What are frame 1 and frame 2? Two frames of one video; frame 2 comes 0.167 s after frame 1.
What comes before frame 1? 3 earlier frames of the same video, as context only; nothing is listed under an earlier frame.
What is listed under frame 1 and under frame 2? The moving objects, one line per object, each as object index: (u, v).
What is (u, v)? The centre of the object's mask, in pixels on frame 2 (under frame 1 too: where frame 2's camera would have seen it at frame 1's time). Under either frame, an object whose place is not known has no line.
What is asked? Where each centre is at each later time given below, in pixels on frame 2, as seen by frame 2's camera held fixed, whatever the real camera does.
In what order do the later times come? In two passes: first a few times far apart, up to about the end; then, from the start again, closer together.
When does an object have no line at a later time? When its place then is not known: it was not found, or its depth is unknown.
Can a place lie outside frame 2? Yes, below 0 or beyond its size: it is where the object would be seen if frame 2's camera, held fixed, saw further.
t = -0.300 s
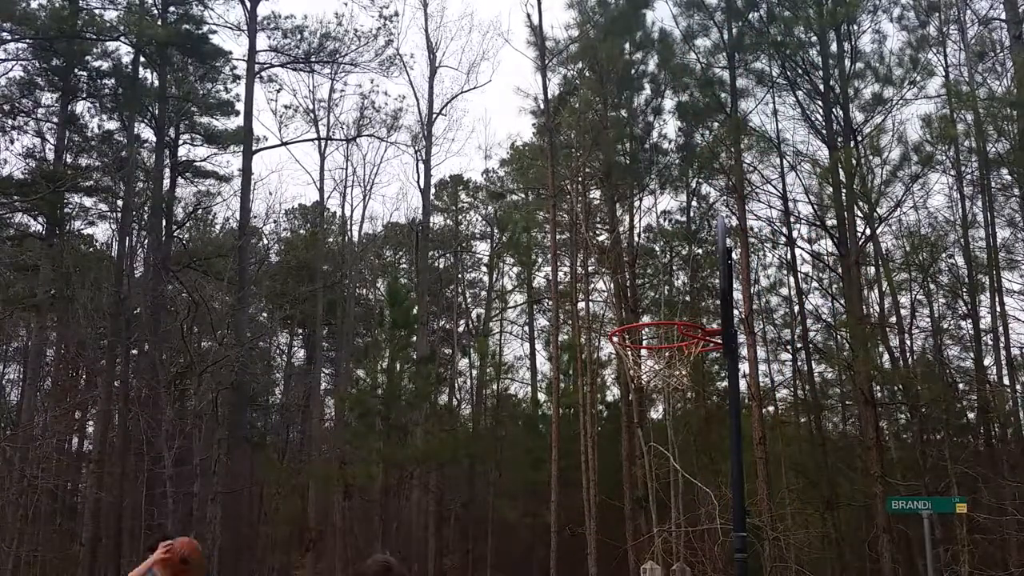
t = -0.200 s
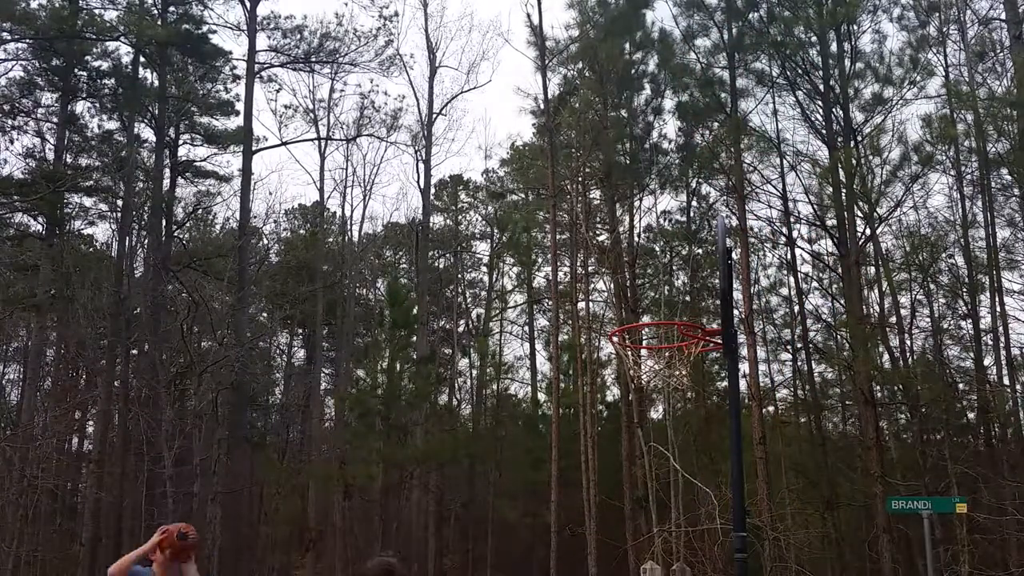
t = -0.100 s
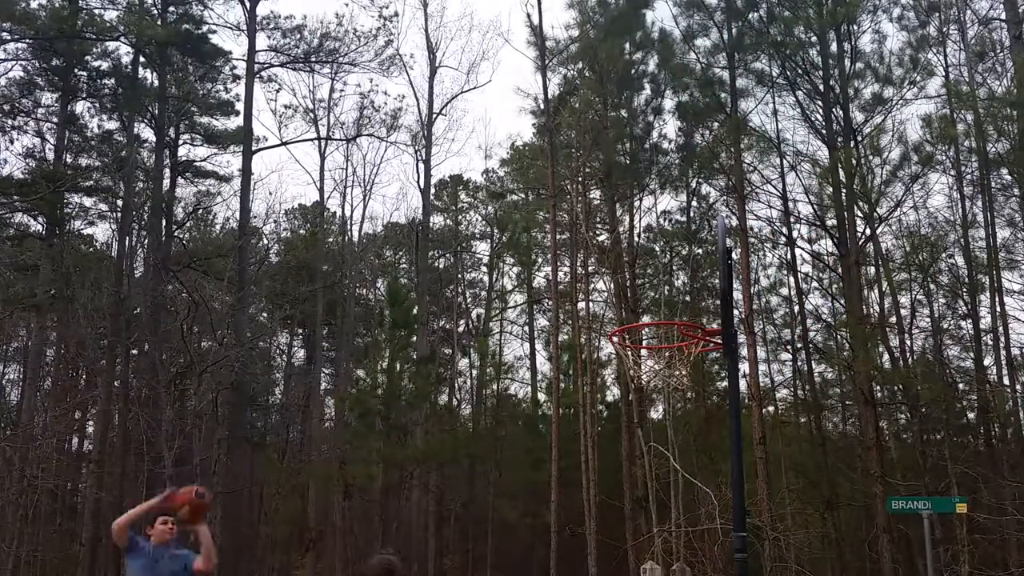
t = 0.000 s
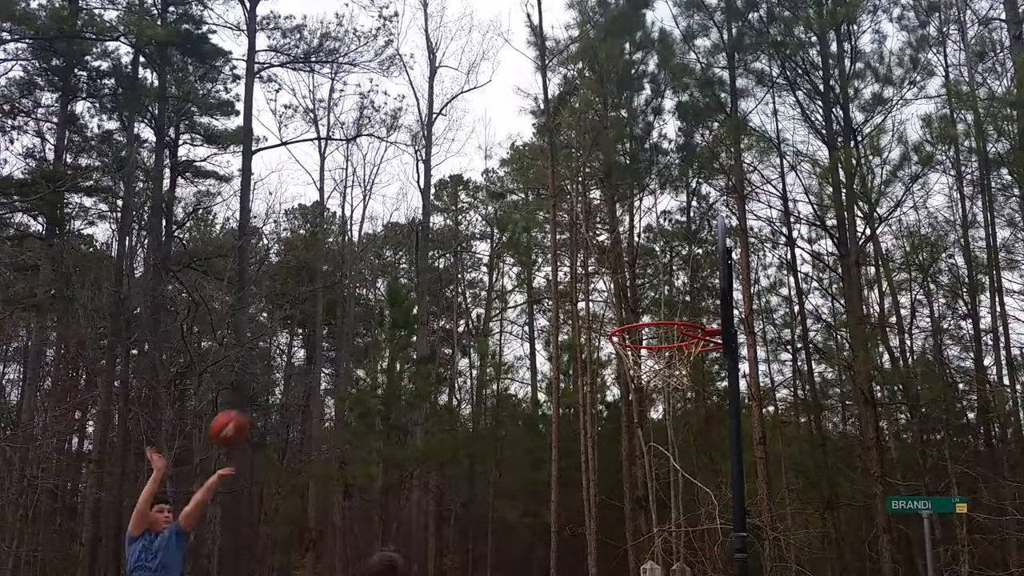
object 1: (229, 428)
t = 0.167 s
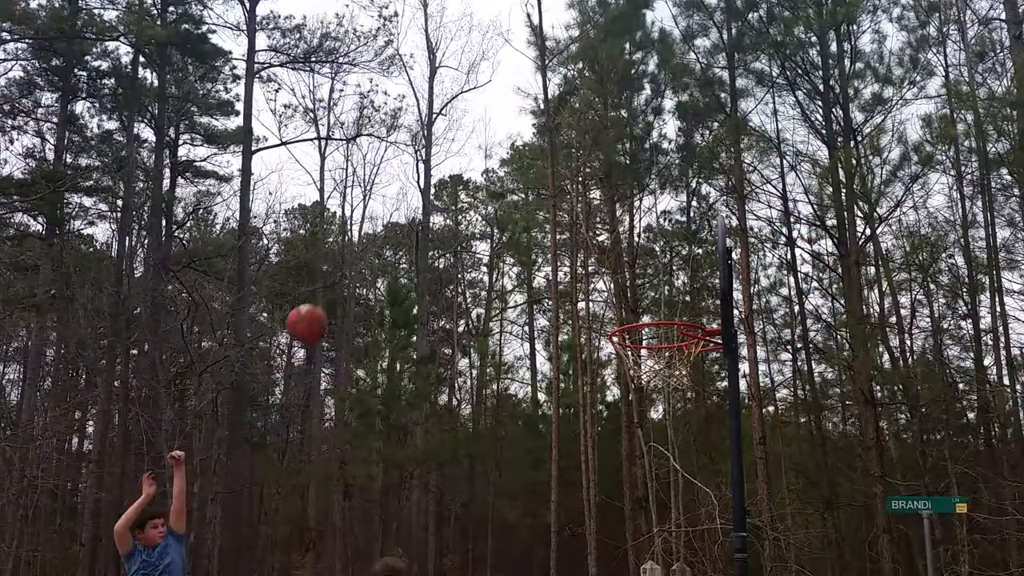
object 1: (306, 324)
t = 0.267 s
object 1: (356, 276)
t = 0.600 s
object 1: (538, 229)
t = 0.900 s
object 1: (701, 312)
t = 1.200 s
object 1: (747, 335)
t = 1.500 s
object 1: (779, 516)
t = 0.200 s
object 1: (323, 307)
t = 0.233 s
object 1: (339, 290)
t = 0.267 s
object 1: (356, 276)
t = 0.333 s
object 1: (388, 254)
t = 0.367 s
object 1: (404, 245)
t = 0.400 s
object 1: (423, 237)
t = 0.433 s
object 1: (441, 231)
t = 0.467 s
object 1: (459, 228)
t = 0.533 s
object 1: (498, 224)
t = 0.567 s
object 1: (518, 224)
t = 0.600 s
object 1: (538, 229)
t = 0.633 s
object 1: (560, 235)
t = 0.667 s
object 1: (583, 244)
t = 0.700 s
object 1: (606, 254)
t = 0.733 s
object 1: (629, 266)
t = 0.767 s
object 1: (655, 283)
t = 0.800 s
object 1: (683, 300)
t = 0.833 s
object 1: (700, 314)
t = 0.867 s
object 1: (701, 318)
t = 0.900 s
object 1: (701, 312)
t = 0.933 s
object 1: (705, 304)
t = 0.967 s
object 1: (707, 302)
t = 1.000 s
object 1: (710, 302)
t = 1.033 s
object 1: (710, 303)
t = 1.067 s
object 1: (711, 304)
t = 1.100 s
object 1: (712, 311)
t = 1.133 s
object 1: (743, 316)
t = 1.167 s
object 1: (745, 324)
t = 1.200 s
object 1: (747, 335)
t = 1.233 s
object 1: (749, 348)
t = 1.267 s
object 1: (751, 363)
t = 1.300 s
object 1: (755, 380)
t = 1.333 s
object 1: (757, 396)
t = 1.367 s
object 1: (761, 418)
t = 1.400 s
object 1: (765, 439)
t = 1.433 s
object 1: (768, 463)
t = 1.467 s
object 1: (772, 489)
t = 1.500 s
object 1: (779, 516)
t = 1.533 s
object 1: (781, 545)
